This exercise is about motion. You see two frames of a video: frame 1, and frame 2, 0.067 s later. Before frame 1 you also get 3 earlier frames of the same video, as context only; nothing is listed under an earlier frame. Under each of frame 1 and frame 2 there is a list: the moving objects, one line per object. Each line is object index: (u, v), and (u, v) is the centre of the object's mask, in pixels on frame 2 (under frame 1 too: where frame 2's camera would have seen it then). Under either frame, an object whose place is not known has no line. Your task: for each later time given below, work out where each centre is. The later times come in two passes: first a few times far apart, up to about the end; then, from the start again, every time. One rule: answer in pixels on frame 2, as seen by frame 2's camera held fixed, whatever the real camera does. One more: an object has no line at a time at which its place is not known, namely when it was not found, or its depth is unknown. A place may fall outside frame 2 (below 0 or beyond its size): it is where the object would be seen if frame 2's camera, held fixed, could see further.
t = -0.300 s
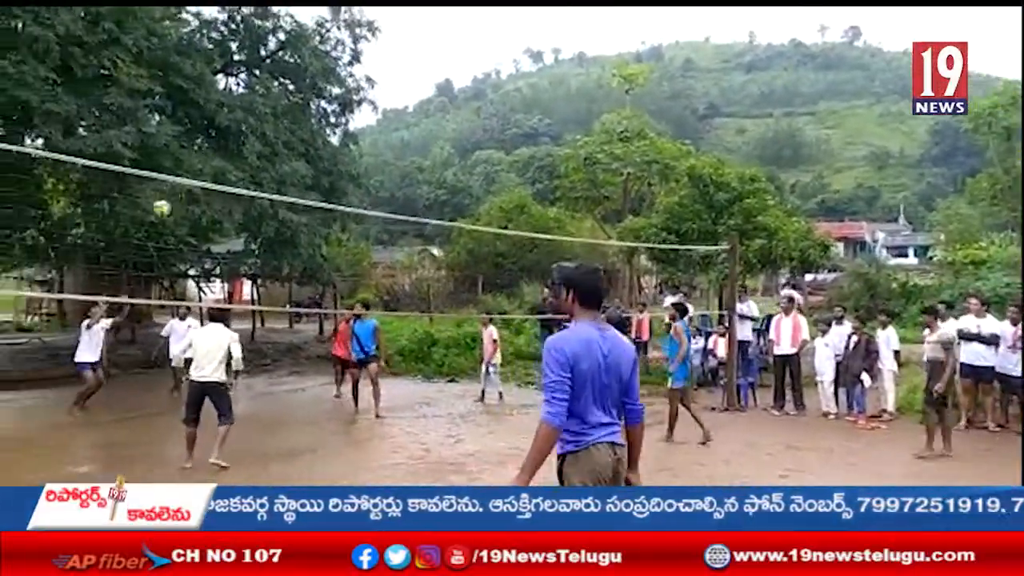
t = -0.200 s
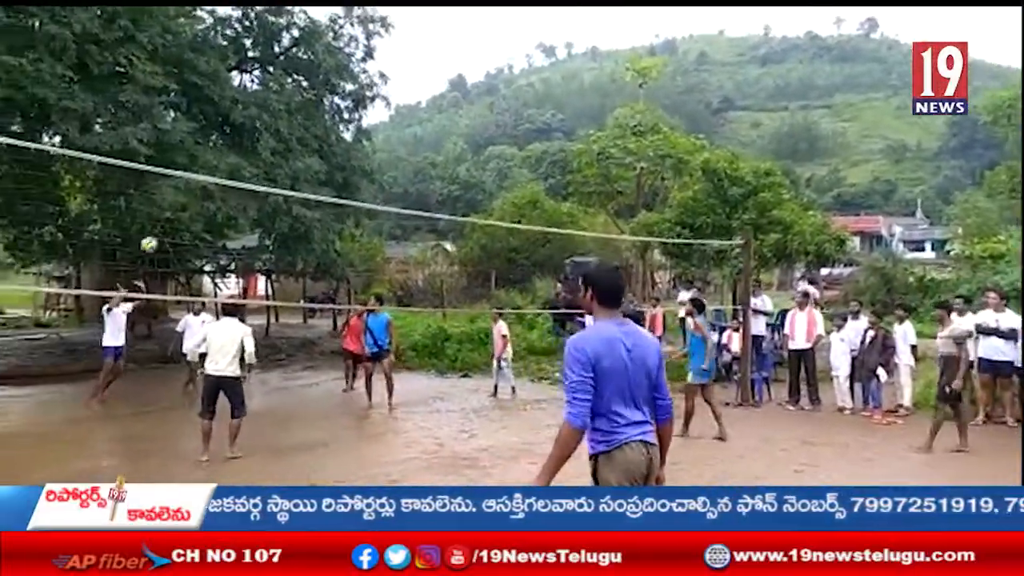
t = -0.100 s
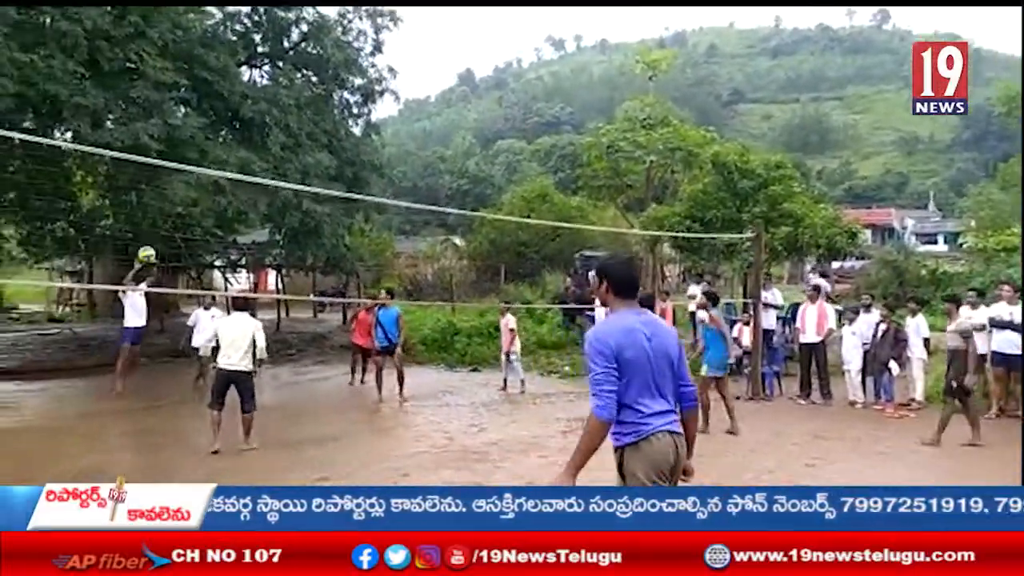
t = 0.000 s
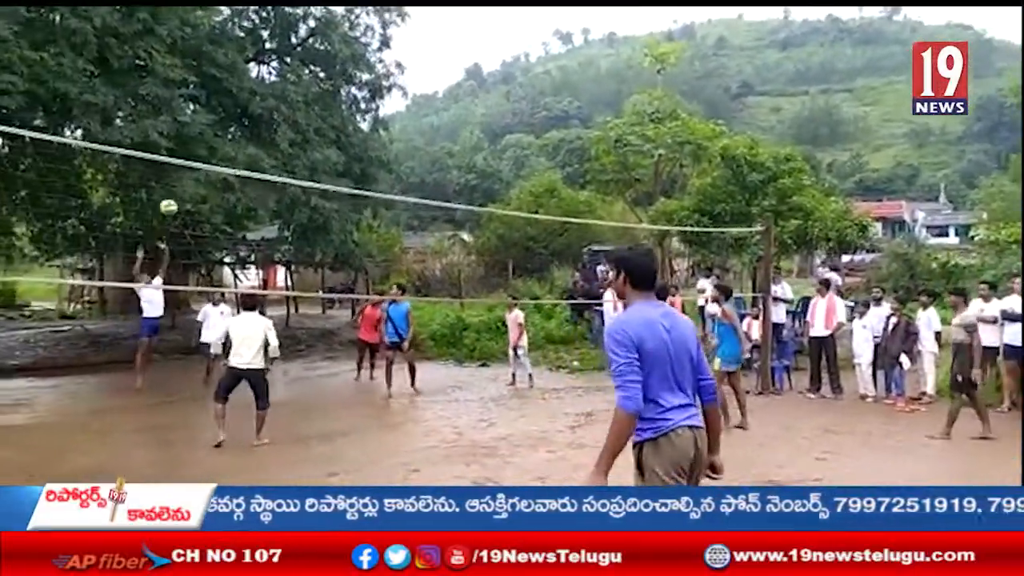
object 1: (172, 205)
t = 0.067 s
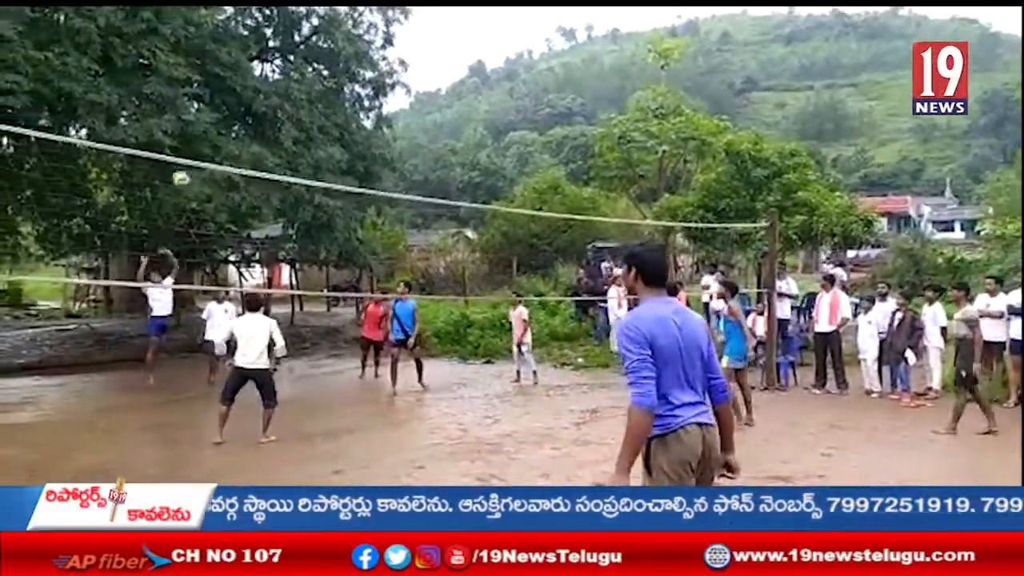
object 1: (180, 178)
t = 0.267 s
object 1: (206, 114)
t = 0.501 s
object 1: (234, 68)
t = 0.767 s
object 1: (271, 62)
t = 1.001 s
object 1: (308, 106)
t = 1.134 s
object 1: (329, 155)
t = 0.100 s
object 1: (185, 166)
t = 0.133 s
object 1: (189, 154)
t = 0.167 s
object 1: (193, 144)
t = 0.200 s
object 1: (197, 133)
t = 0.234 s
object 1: (201, 123)
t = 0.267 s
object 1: (206, 114)
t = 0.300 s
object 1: (210, 104)
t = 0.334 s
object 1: (213, 98)
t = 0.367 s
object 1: (217, 90)
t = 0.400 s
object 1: (221, 84)
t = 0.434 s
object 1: (226, 78)
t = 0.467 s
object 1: (230, 73)
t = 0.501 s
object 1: (234, 68)
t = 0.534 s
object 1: (239, 64)
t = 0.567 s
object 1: (243, 61)
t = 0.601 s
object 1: (248, 59)
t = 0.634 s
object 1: (252, 58)
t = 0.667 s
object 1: (257, 58)
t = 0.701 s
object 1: (262, 58)
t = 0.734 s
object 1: (267, 60)
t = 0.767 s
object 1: (271, 62)
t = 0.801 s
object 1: (276, 67)
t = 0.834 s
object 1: (280, 69)
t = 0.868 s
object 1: (286, 74)
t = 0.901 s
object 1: (291, 81)
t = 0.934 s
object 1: (297, 89)
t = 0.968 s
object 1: (302, 96)
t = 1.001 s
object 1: (308, 106)
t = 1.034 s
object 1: (313, 117)
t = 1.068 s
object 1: (318, 128)
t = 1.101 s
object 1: (323, 140)
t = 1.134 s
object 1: (329, 155)
